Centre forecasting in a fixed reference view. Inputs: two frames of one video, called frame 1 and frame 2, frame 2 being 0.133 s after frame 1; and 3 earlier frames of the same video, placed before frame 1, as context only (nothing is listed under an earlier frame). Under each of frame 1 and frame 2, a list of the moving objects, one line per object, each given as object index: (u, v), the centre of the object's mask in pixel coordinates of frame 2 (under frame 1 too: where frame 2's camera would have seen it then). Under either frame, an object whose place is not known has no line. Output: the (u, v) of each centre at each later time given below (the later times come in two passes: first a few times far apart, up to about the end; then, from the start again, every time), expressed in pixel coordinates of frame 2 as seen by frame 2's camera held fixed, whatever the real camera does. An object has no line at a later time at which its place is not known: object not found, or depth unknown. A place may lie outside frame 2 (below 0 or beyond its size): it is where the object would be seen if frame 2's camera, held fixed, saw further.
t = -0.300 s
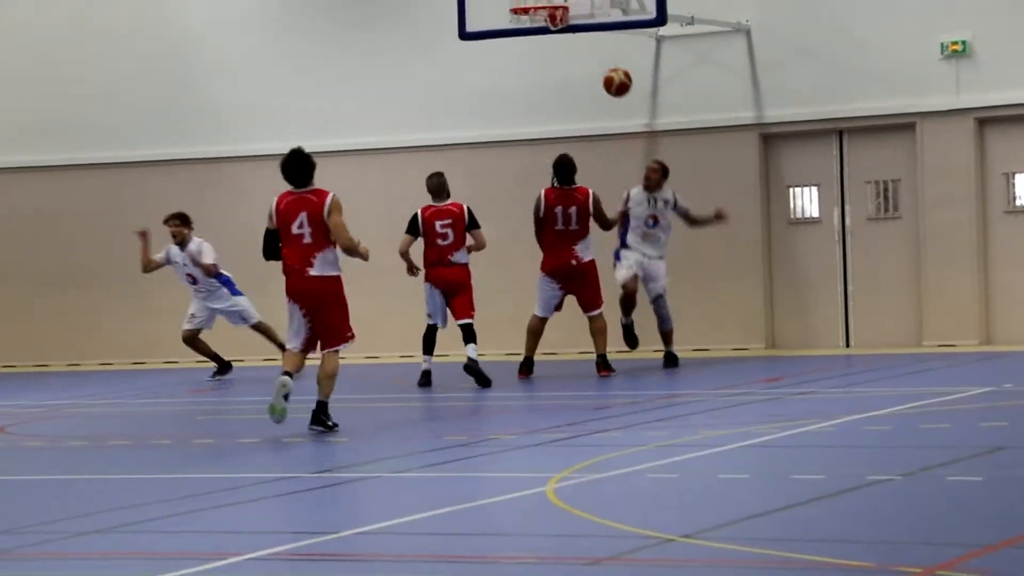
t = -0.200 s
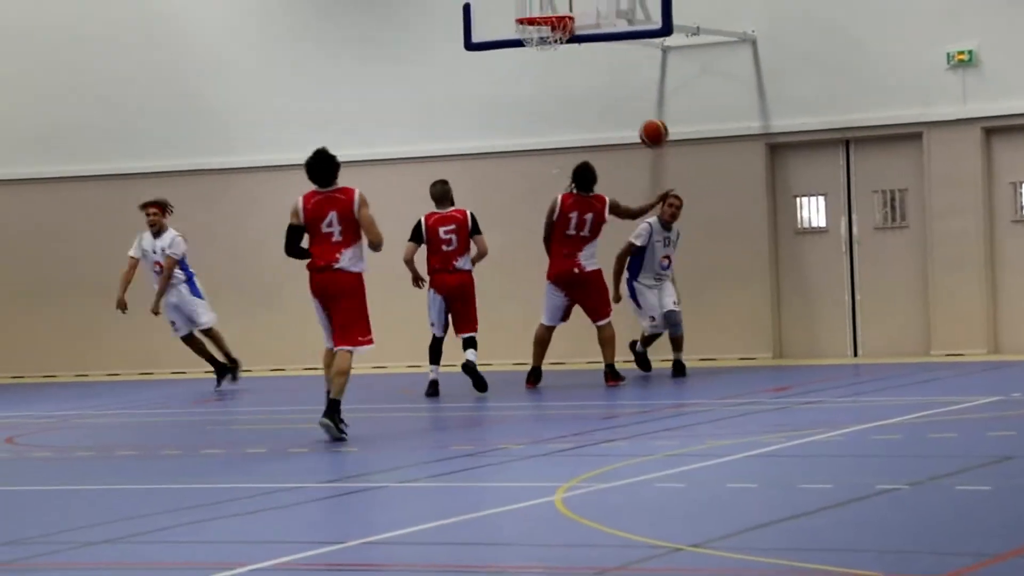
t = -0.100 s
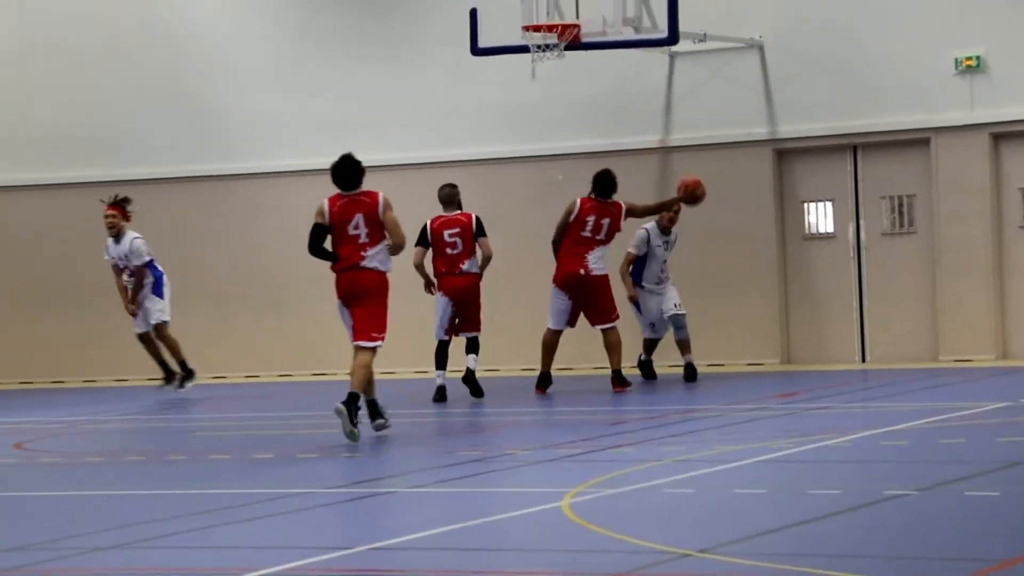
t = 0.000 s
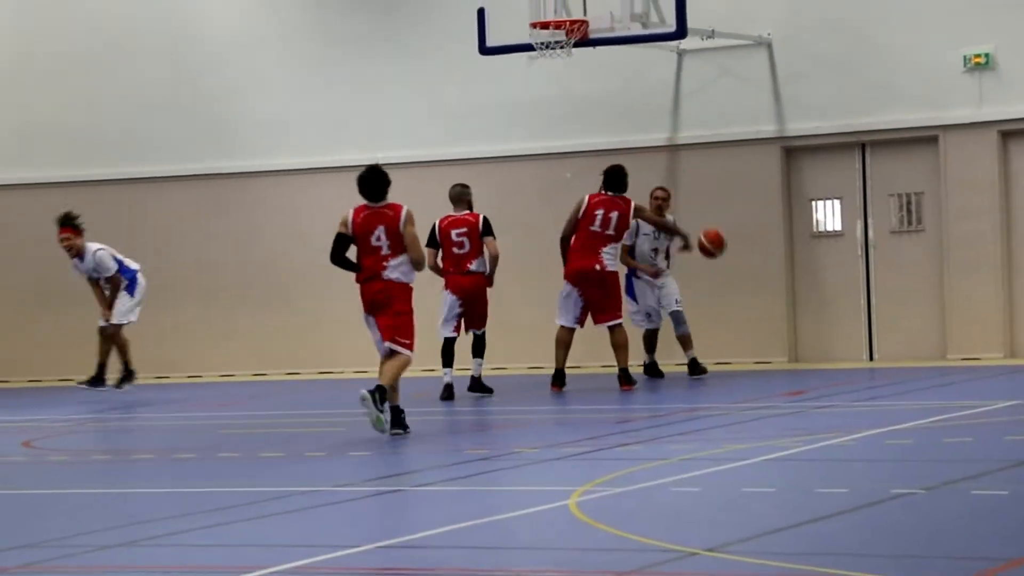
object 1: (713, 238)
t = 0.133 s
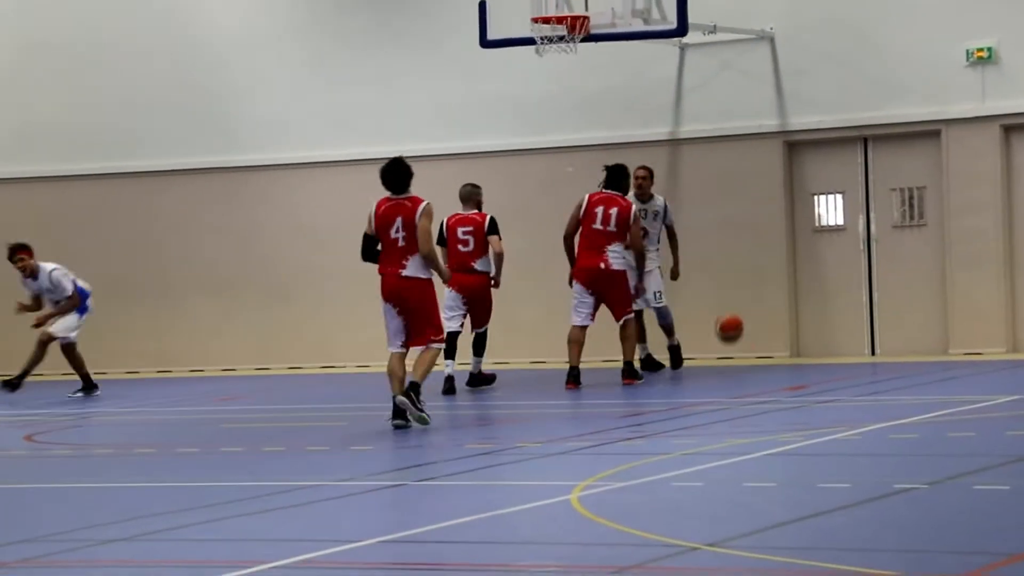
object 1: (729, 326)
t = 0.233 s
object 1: (738, 328)
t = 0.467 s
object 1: (755, 219)
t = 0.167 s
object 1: (733, 354)
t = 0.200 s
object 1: (736, 349)
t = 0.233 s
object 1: (738, 328)
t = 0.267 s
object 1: (741, 310)
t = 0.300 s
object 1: (743, 292)
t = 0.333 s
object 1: (745, 275)
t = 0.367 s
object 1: (746, 261)
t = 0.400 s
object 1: (748, 246)
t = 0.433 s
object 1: (752, 232)
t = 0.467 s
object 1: (755, 219)
